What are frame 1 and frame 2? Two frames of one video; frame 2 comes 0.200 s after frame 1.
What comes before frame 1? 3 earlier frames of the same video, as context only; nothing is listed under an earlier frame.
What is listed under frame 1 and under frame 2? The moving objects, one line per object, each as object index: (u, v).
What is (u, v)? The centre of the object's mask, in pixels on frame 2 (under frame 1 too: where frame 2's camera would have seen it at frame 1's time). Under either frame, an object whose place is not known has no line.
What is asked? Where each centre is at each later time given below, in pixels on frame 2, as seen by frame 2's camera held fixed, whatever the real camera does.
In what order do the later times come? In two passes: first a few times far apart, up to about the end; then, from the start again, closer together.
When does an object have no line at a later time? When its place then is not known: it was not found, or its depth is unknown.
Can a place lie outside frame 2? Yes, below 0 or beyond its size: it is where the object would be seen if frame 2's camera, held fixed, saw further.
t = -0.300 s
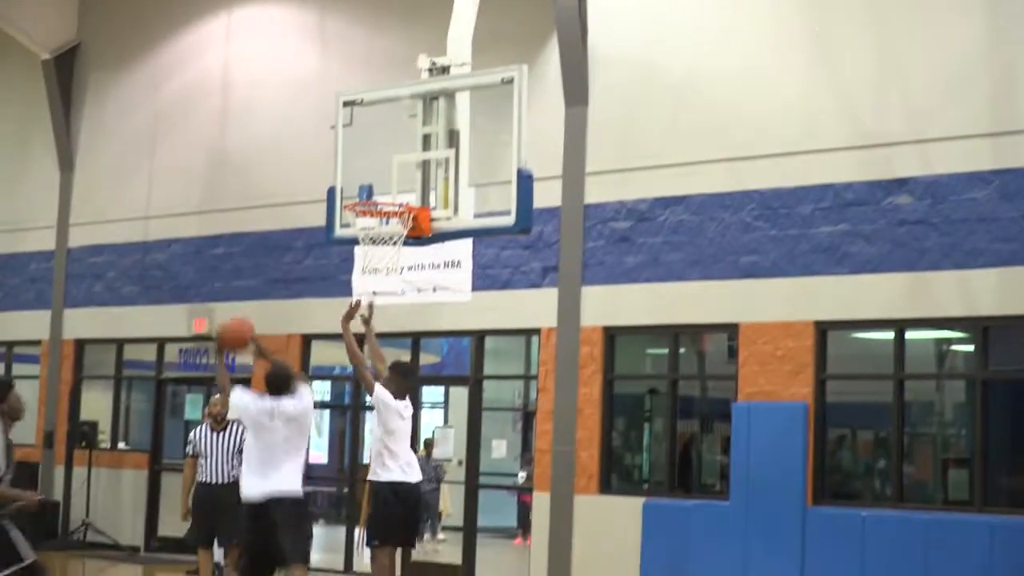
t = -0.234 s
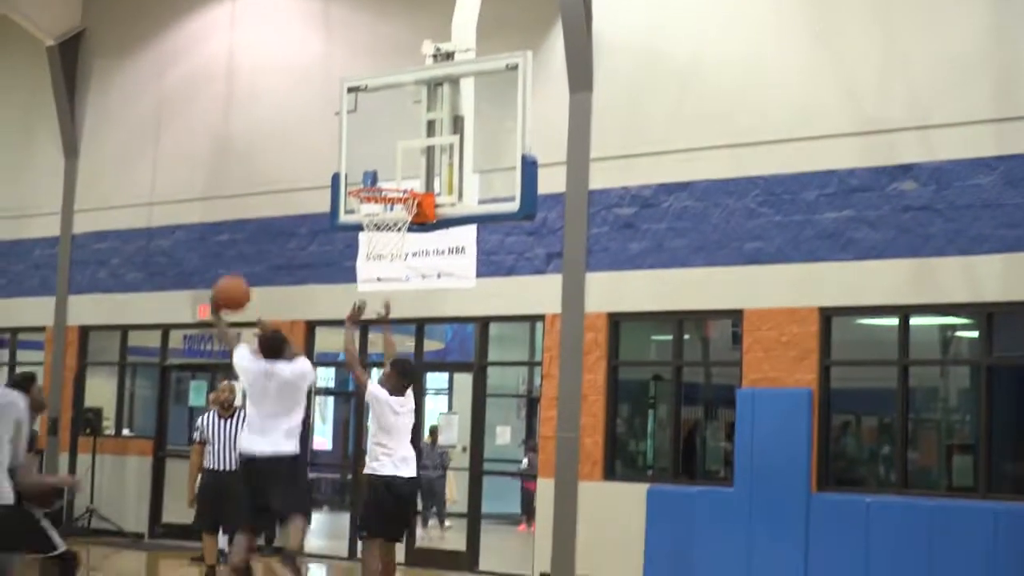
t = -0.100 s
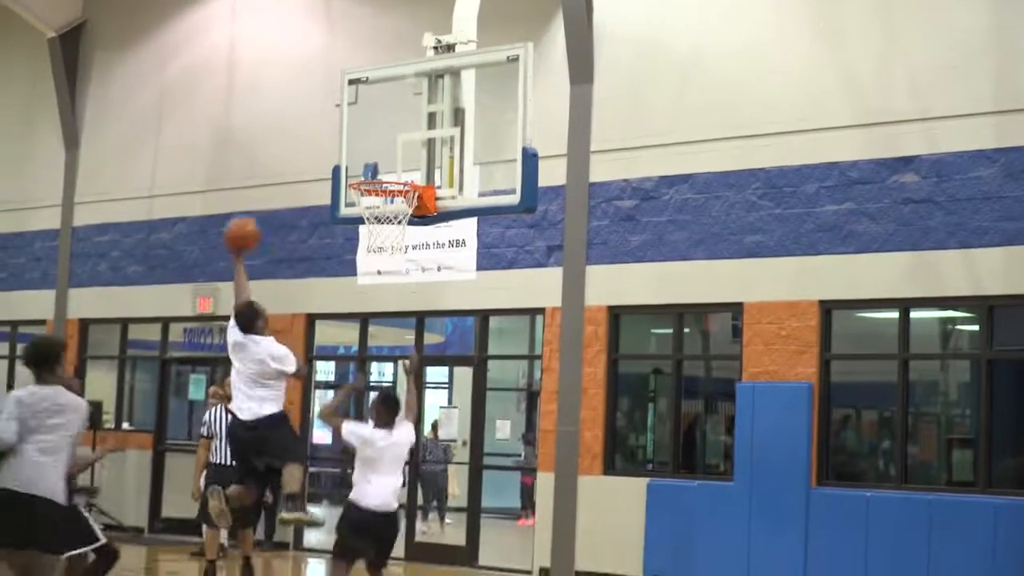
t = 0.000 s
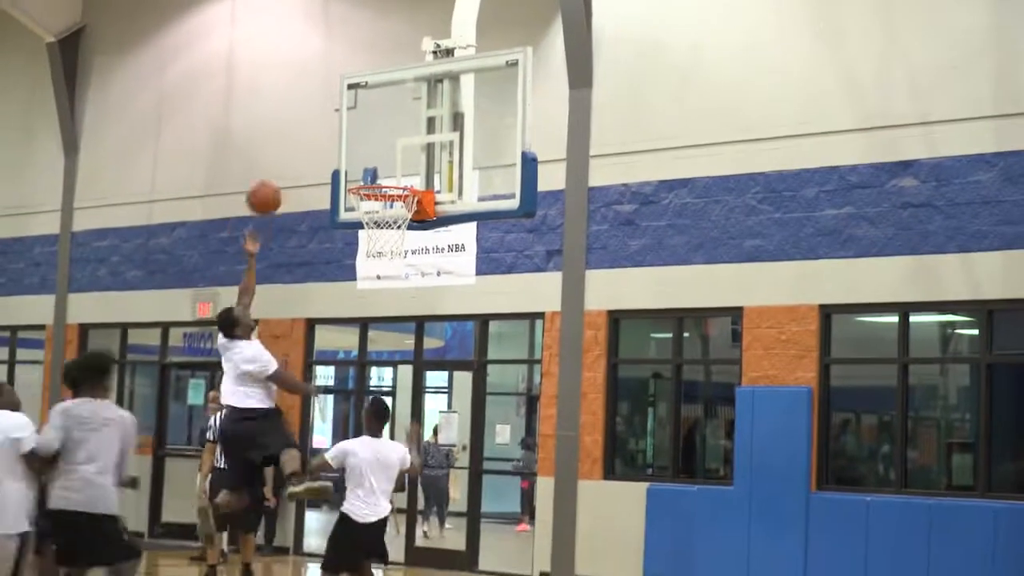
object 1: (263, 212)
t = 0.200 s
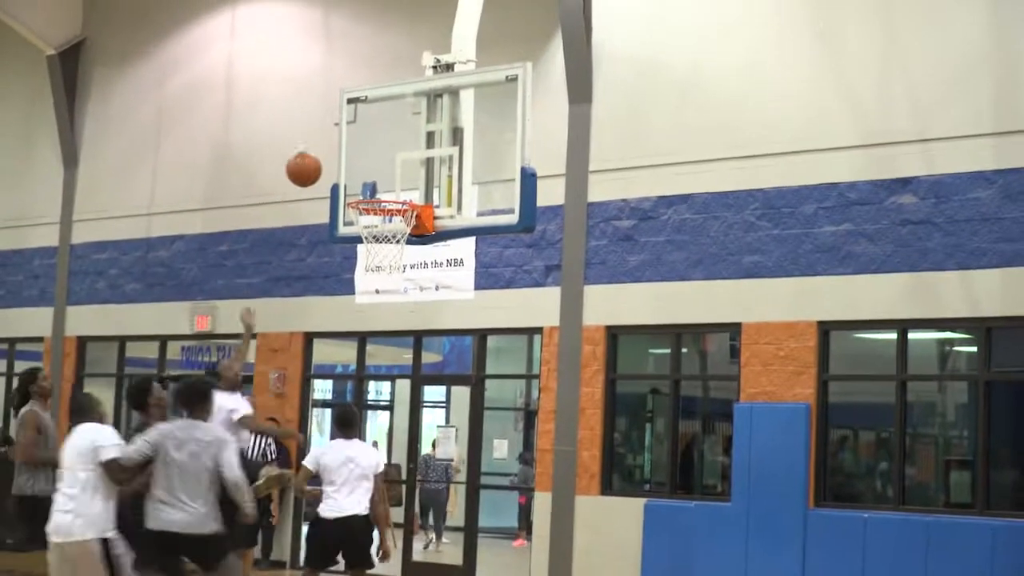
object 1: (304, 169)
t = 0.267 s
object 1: (316, 168)
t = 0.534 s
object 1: (345, 182)
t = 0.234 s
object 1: (310, 168)
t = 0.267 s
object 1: (316, 168)
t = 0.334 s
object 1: (330, 172)
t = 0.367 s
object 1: (336, 177)
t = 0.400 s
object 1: (342, 183)
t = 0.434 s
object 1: (346, 187)
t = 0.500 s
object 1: (346, 182)
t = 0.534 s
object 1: (345, 182)
